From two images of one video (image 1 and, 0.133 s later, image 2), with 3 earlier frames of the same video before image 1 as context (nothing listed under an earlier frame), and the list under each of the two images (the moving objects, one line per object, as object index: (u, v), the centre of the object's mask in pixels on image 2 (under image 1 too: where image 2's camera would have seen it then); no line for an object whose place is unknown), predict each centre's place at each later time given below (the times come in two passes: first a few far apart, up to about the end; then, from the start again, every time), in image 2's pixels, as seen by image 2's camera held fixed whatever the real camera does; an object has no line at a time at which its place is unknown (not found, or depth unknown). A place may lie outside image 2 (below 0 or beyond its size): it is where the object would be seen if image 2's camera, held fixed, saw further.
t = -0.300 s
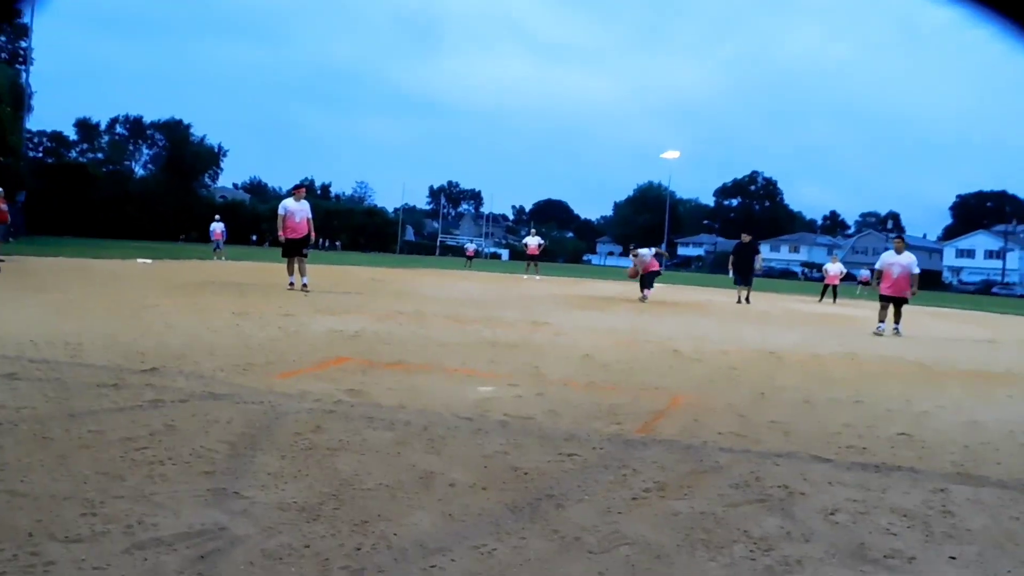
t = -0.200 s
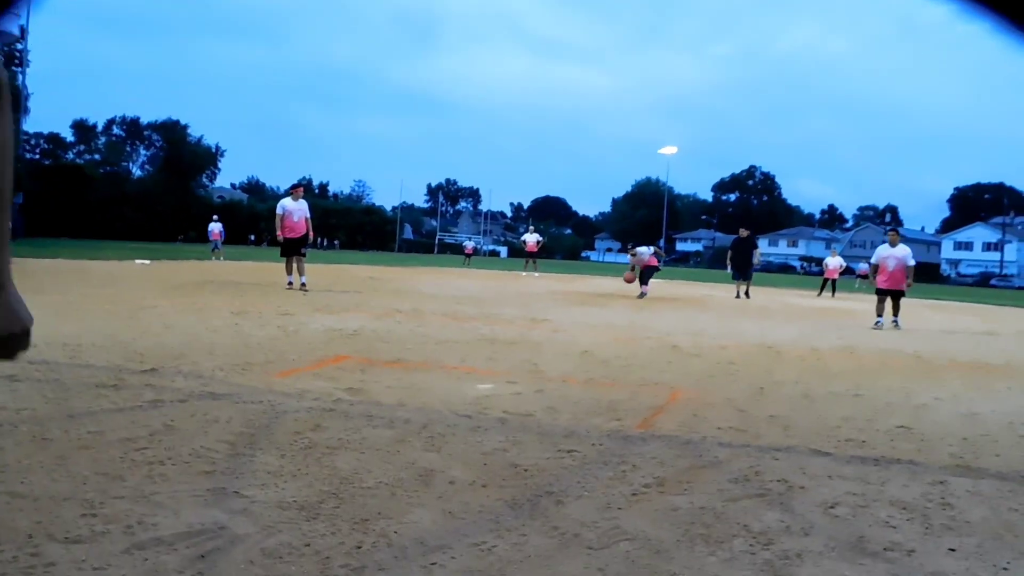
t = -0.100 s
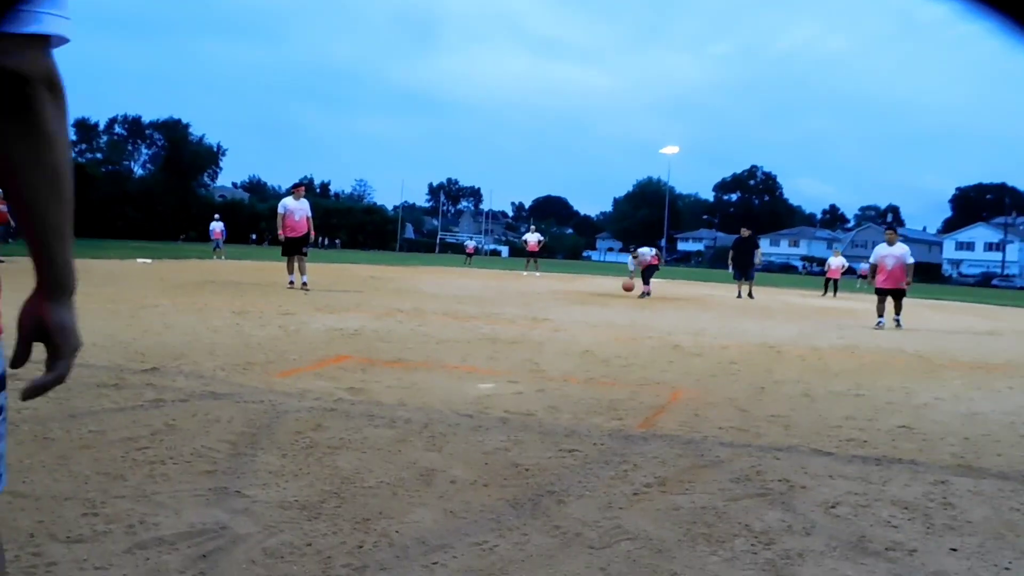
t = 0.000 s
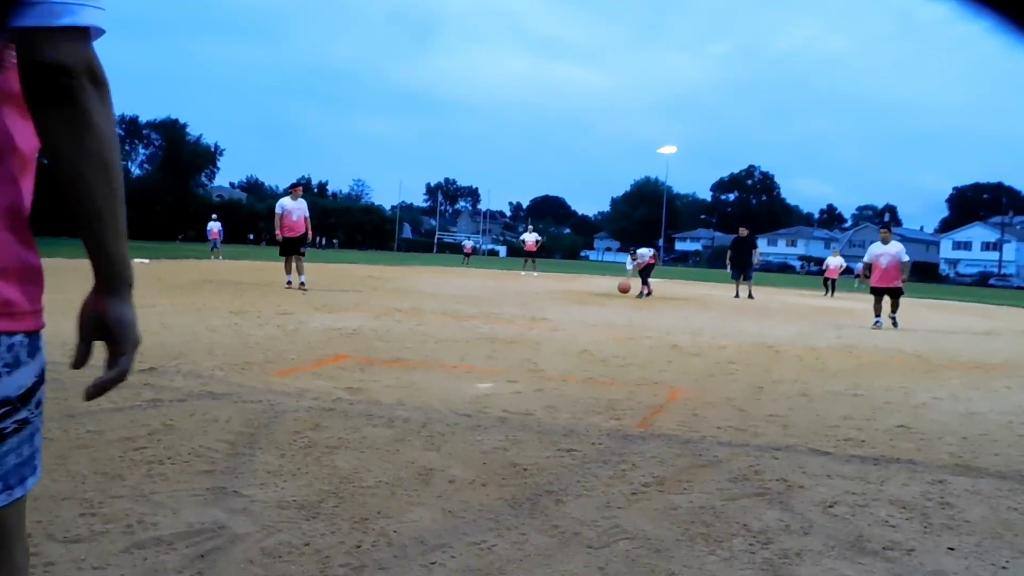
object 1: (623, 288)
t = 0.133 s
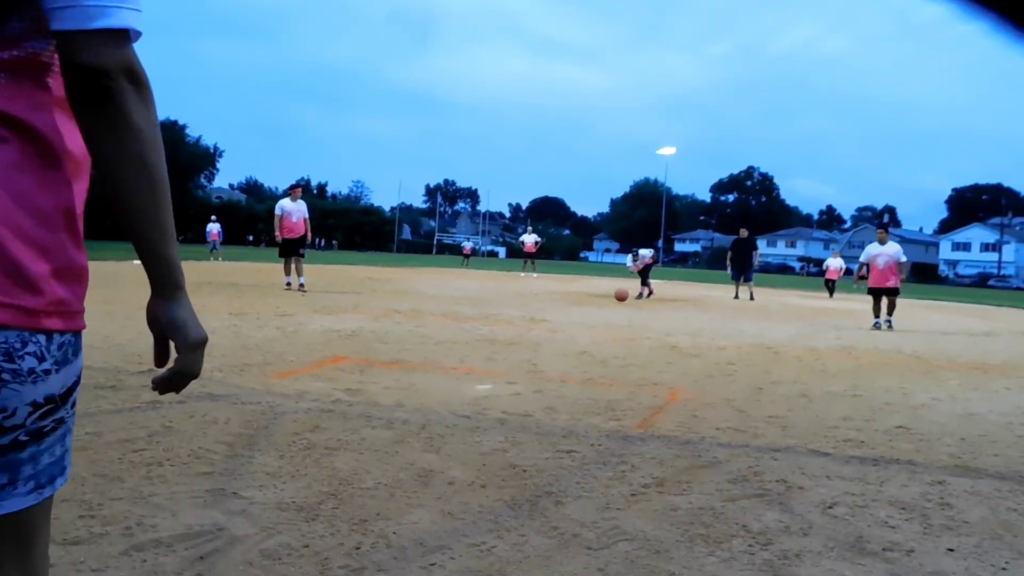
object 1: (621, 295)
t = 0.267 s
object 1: (620, 293)
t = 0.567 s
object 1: (617, 304)
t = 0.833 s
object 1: (617, 308)
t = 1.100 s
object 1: (619, 313)
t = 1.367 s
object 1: (624, 319)
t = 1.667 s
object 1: (633, 333)
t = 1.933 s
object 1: (641, 343)
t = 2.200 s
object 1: (652, 355)
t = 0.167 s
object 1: (621, 298)
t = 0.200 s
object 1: (620, 298)
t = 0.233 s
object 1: (620, 295)
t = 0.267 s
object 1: (620, 293)
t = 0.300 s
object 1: (620, 292)
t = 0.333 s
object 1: (620, 292)
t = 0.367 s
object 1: (619, 293)
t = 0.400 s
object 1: (619, 294)
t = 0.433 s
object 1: (618, 295)
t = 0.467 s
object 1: (618, 297)
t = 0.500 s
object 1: (617, 302)
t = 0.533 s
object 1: (617, 304)
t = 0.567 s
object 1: (617, 304)
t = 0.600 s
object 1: (617, 301)
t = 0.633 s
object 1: (618, 300)
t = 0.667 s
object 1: (617, 299)
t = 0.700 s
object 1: (618, 300)
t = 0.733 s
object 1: (618, 301)
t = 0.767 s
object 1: (618, 303)
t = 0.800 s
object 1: (618, 305)
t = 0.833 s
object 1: (617, 308)
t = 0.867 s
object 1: (617, 313)
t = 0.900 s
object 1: (617, 310)
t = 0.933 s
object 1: (618, 309)
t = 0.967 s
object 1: (618, 309)
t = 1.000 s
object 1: (619, 308)
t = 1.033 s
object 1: (619, 310)
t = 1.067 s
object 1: (619, 311)
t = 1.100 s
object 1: (619, 313)
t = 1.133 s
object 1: (619, 318)
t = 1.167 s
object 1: (619, 322)
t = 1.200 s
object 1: (619, 321)
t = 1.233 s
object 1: (620, 320)
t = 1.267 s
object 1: (621, 318)
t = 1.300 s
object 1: (622, 317)
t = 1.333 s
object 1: (623, 318)
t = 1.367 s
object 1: (624, 319)
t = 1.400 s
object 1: (625, 323)
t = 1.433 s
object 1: (625, 327)
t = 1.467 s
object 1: (626, 332)
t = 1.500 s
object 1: (627, 332)
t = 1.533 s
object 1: (628, 330)
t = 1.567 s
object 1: (630, 329)
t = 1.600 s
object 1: (631, 330)
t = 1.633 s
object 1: (632, 331)
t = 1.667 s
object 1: (633, 333)
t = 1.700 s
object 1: (634, 336)
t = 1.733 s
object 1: (634, 342)
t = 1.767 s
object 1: (635, 345)
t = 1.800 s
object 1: (637, 343)
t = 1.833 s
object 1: (638, 342)
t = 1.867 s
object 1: (639, 341)
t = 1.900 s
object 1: (640, 341)
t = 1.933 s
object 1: (641, 343)
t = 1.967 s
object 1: (642, 347)
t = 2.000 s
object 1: (643, 353)
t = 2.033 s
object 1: (644, 359)
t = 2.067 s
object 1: (646, 355)
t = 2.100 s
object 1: (648, 352)
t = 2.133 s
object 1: (649, 352)
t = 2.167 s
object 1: (650, 352)
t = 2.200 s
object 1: (652, 355)
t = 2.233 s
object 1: (653, 359)
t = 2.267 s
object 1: (654, 366)
